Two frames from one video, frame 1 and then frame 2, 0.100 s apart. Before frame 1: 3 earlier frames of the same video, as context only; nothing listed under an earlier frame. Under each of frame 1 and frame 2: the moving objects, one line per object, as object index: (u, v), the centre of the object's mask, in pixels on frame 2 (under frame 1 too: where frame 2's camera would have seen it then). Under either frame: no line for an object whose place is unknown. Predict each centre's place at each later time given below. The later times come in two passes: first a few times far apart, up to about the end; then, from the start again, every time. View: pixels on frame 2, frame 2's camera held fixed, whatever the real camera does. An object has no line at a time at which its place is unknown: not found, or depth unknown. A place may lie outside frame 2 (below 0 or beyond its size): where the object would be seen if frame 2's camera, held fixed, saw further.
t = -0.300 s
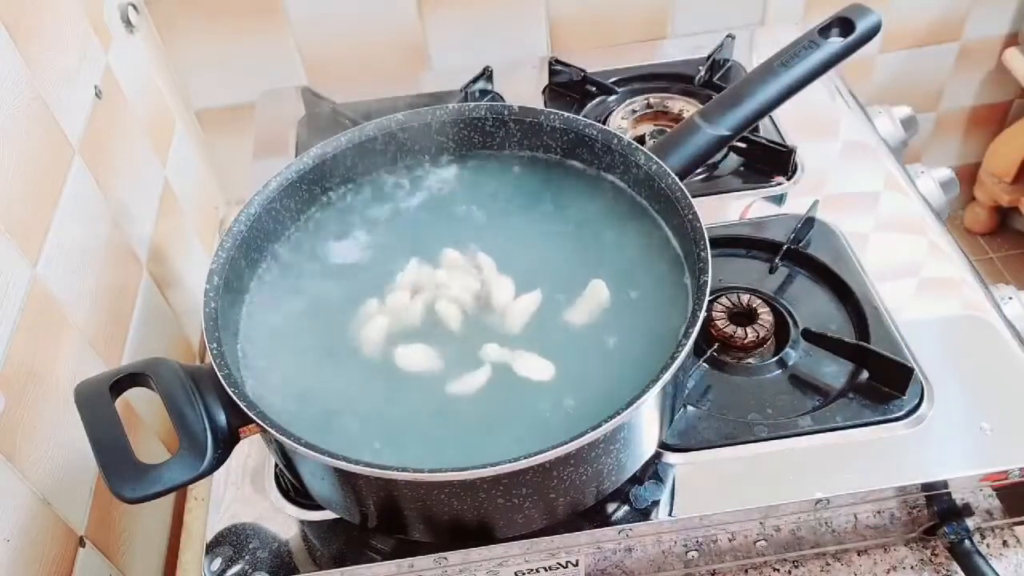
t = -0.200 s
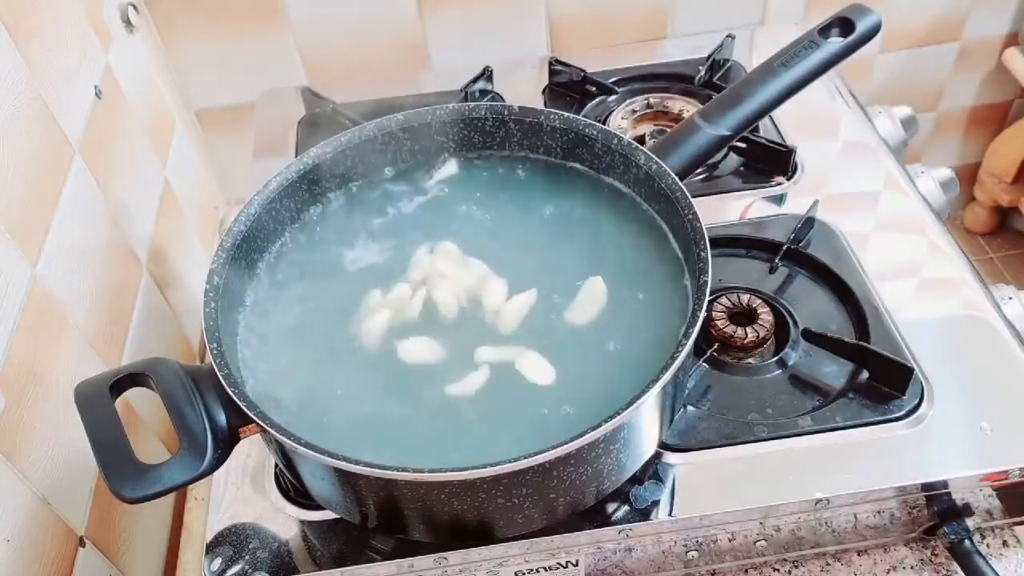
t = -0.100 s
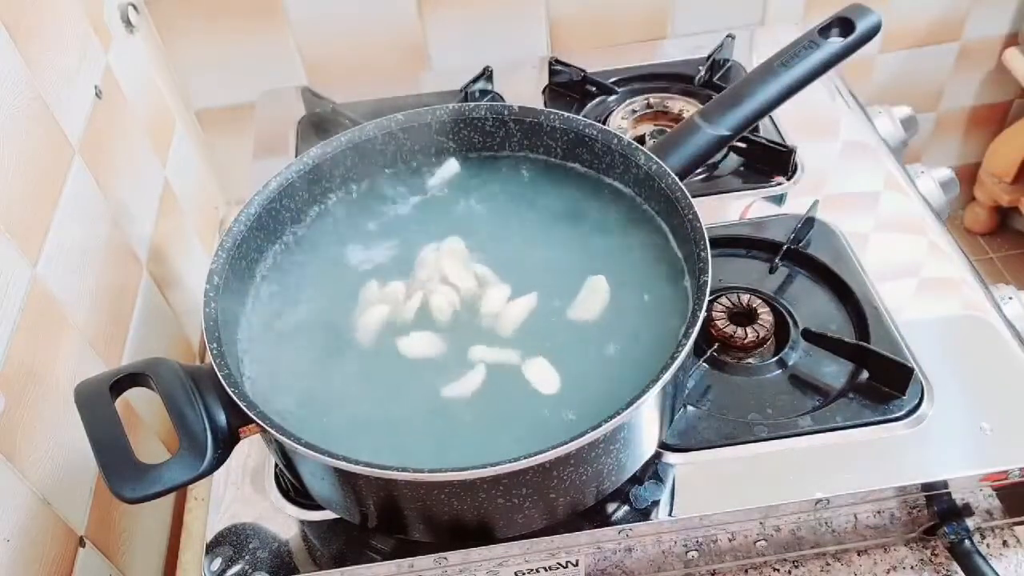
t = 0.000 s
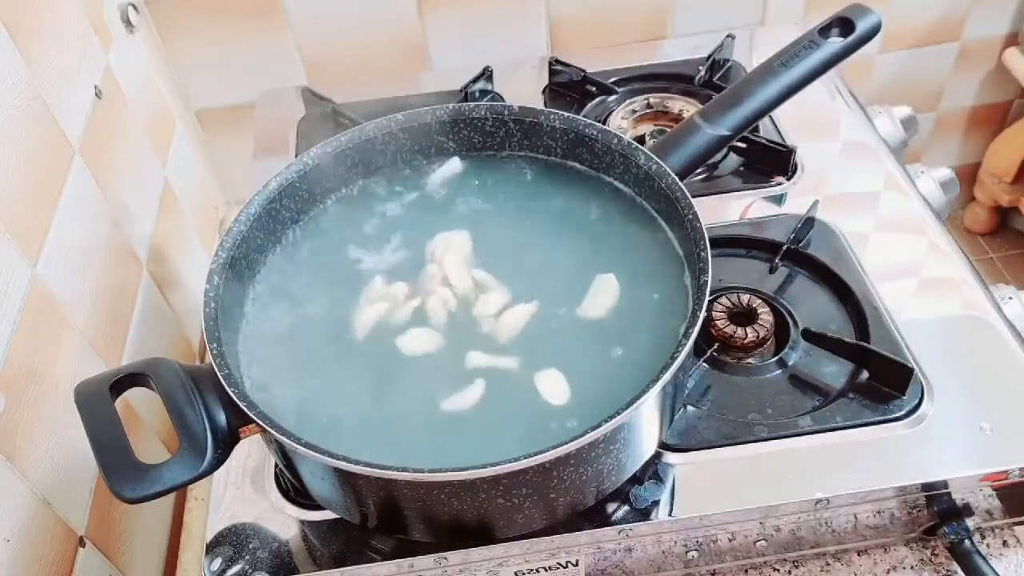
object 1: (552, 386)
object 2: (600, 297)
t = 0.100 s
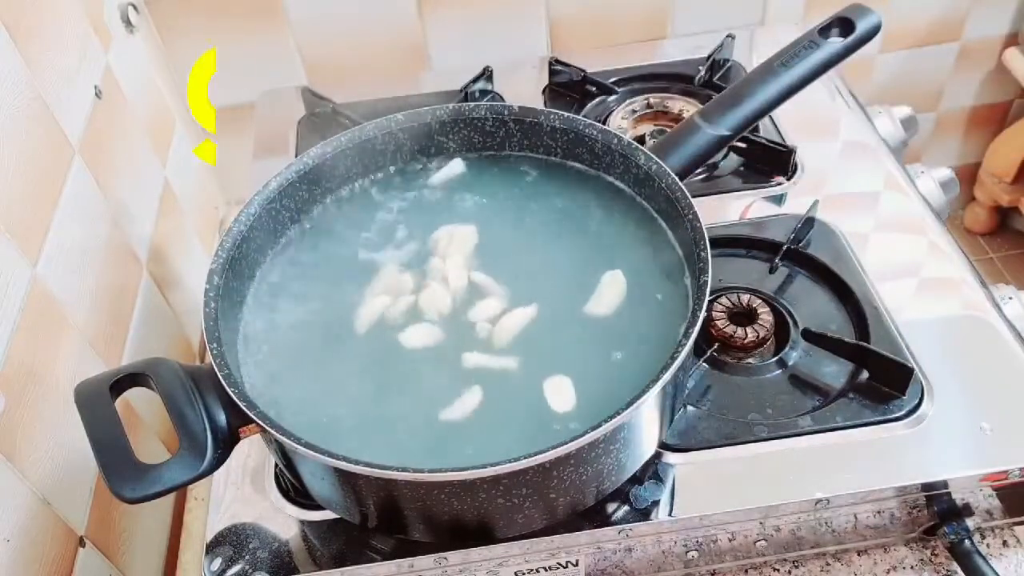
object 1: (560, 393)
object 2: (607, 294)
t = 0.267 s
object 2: (612, 292)
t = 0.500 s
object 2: (634, 290)
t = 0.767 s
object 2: (654, 289)
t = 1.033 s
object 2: (667, 287)
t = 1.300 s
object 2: (669, 287)
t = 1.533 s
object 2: (670, 290)
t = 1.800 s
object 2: (669, 291)
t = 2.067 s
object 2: (669, 292)
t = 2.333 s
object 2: (671, 297)
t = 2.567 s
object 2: (671, 297)
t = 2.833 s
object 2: (673, 302)
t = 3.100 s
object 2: (673, 309)
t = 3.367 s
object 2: (672, 315)
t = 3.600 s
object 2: (671, 319)
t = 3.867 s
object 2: (670, 323)
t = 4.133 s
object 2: (669, 326)
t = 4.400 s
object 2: (668, 330)
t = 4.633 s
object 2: (667, 332)
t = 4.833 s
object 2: (666, 333)
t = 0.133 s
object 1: (560, 394)
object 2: (607, 293)
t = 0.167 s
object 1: (561, 396)
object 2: (608, 292)
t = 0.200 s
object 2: (608, 291)
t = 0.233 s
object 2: (609, 292)
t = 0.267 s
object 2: (612, 292)
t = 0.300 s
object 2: (615, 291)
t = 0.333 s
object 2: (619, 290)
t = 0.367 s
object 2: (622, 290)
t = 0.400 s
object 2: (625, 290)
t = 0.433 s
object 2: (628, 290)
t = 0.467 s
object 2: (631, 290)
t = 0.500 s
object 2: (634, 290)
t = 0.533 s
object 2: (636, 290)
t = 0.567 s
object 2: (638, 290)
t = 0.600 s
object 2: (641, 291)
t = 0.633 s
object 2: (643, 291)
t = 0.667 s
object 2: (645, 291)
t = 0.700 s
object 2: (648, 290)
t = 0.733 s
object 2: (650, 289)
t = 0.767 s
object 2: (654, 289)
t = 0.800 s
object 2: (656, 288)
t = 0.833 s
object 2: (659, 287)
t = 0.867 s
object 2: (661, 286)
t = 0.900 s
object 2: (662, 286)
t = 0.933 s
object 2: (663, 286)
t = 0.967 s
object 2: (665, 286)
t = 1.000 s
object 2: (666, 286)
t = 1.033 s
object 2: (667, 287)
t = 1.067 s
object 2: (668, 286)
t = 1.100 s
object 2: (668, 286)
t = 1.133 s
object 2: (669, 286)
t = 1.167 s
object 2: (669, 286)
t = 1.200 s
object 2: (669, 286)
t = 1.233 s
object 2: (669, 285)
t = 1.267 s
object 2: (669, 285)
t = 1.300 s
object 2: (669, 287)
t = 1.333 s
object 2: (669, 287)
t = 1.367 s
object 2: (669, 289)
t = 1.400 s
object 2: (669, 289)
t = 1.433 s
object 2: (670, 289)
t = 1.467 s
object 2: (670, 289)
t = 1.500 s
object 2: (670, 289)
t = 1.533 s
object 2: (670, 290)
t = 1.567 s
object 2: (670, 290)
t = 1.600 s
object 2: (670, 289)
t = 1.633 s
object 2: (671, 289)
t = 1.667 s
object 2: (671, 289)
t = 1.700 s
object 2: (671, 289)
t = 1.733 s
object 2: (670, 289)
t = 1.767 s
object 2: (670, 290)
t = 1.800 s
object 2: (669, 291)
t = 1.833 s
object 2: (669, 292)
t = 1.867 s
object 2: (669, 292)
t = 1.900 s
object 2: (669, 292)
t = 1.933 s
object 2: (669, 292)
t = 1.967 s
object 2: (669, 292)
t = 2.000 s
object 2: (670, 292)
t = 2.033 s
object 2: (670, 292)
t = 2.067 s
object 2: (669, 292)
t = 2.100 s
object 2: (669, 292)
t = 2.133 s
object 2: (669, 293)
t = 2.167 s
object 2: (669, 293)
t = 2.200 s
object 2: (669, 294)
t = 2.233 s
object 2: (669, 295)
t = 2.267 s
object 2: (669, 295)
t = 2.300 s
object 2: (669, 295)
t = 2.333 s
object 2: (671, 297)
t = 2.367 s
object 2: (669, 296)
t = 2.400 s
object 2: (669, 296)
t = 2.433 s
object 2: (669, 296)
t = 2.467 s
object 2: (671, 297)
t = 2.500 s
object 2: (671, 297)
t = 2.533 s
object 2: (671, 297)
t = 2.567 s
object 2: (671, 297)
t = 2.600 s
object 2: (672, 299)
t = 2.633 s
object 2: (672, 299)
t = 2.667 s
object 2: (672, 301)
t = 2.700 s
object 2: (672, 301)
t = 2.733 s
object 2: (672, 301)
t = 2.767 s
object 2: (673, 302)
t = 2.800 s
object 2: (673, 302)
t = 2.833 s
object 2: (673, 302)
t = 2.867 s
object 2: (673, 302)
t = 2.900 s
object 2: (673, 303)
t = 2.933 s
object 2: (673, 304)
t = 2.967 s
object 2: (673, 305)
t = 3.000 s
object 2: (673, 306)
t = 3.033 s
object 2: (673, 307)
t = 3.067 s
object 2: (673, 308)
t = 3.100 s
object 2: (673, 309)
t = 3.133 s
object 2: (673, 309)
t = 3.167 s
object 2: (672, 310)
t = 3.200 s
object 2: (673, 310)
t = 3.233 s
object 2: (672, 311)
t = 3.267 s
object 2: (672, 311)
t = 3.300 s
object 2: (672, 312)
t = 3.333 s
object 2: (672, 313)
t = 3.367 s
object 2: (672, 315)
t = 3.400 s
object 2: (671, 316)
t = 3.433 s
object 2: (671, 317)
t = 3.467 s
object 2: (672, 318)
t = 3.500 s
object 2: (671, 318)
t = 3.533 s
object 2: (672, 318)
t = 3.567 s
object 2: (671, 319)
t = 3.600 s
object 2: (671, 319)
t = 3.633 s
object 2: (671, 319)
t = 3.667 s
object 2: (671, 319)
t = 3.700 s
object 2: (671, 320)
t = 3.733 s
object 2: (671, 320)
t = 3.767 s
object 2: (670, 321)
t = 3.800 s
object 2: (670, 322)
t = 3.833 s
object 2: (670, 323)
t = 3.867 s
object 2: (670, 323)
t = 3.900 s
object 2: (670, 324)
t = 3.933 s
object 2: (670, 324)
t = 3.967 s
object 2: (670, 324)
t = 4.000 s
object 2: (670, 325)
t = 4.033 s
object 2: (670, 325)
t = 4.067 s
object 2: (670, 325)
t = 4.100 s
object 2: (670, 325)
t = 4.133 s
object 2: (669, 326)
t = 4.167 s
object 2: (670, 327)
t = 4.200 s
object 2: (669, 328)
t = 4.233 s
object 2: (669, 328)
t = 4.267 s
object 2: (669, 329)
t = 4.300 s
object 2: (668, 329)
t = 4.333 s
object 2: (668, 330)
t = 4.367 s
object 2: (668, 330)
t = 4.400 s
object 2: (668, 330)
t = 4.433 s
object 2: (668, 330)
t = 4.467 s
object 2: (668, 329)
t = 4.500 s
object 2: (668, 330)
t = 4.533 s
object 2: (668, 330)
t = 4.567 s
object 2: (667, 331)
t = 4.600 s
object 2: (667, 332)
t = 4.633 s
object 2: (667, 332)
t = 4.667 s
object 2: (667, 332)
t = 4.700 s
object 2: (666, 333)
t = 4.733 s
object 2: (667, 333)
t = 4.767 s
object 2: (666, 333)
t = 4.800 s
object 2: (666, 333)
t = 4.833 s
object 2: (666, 333)
